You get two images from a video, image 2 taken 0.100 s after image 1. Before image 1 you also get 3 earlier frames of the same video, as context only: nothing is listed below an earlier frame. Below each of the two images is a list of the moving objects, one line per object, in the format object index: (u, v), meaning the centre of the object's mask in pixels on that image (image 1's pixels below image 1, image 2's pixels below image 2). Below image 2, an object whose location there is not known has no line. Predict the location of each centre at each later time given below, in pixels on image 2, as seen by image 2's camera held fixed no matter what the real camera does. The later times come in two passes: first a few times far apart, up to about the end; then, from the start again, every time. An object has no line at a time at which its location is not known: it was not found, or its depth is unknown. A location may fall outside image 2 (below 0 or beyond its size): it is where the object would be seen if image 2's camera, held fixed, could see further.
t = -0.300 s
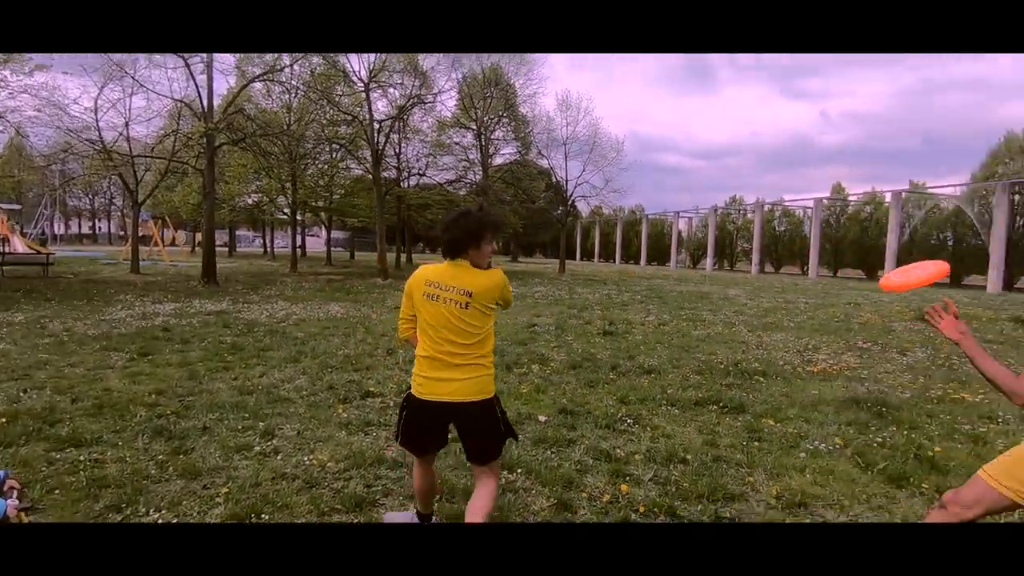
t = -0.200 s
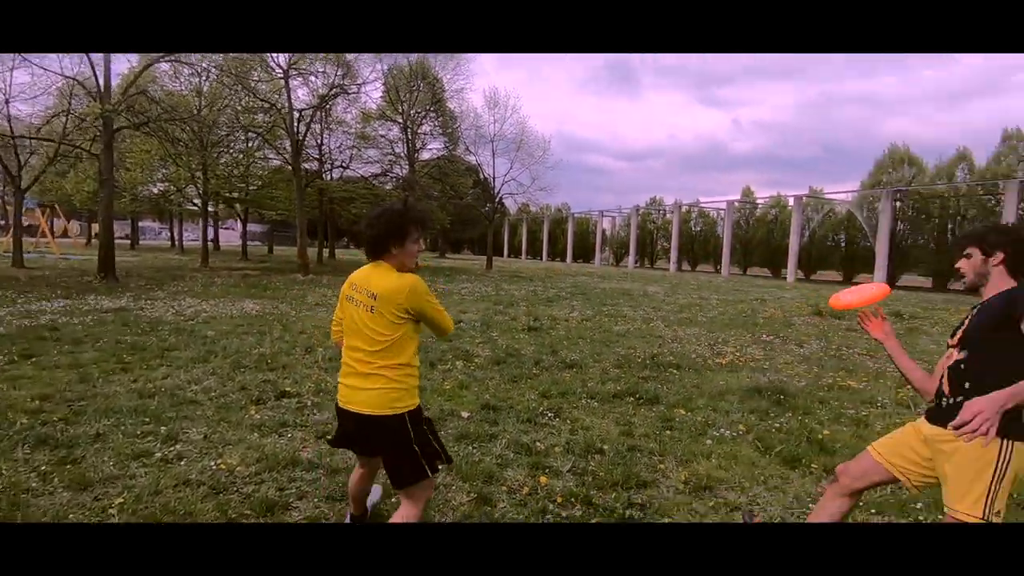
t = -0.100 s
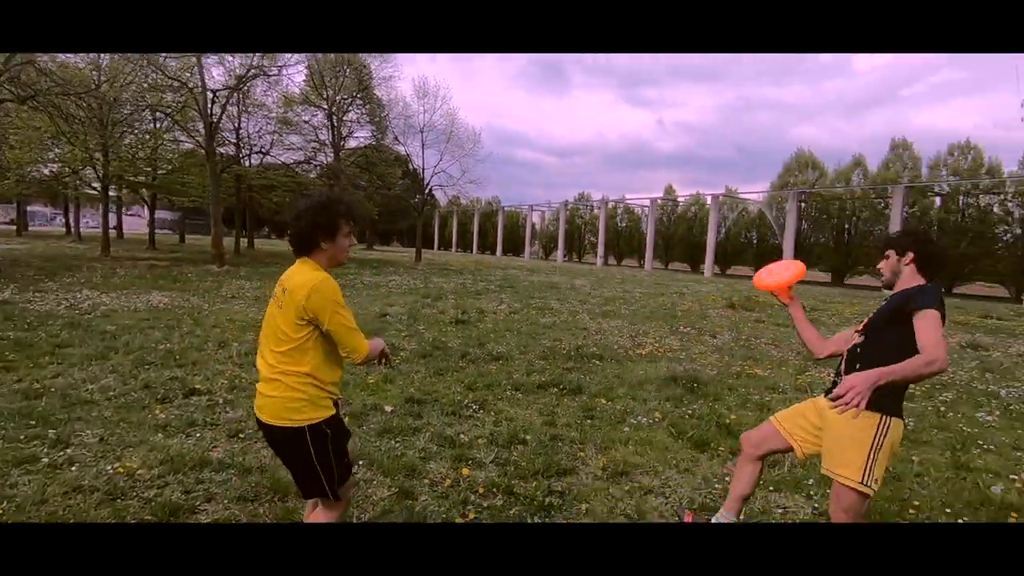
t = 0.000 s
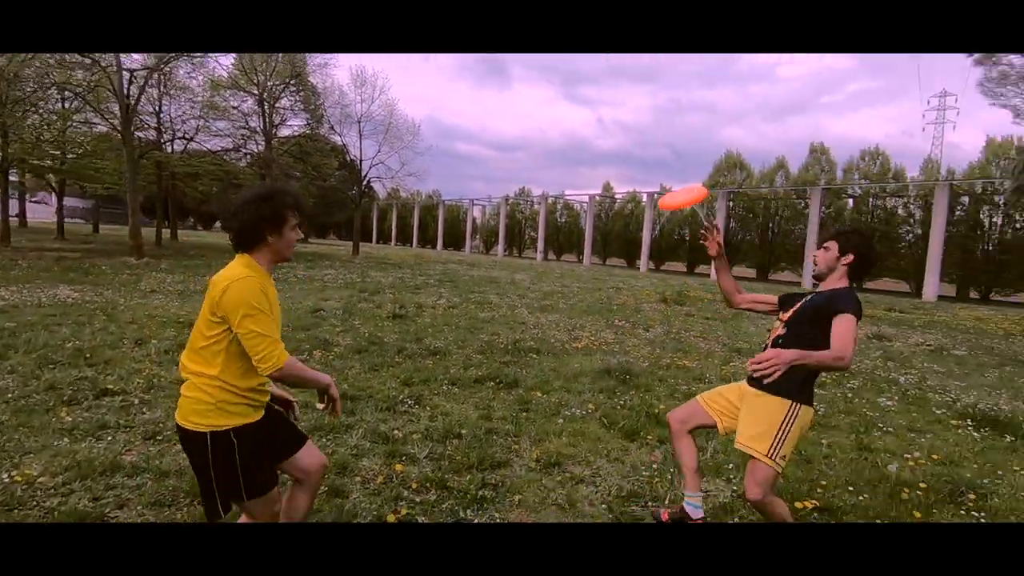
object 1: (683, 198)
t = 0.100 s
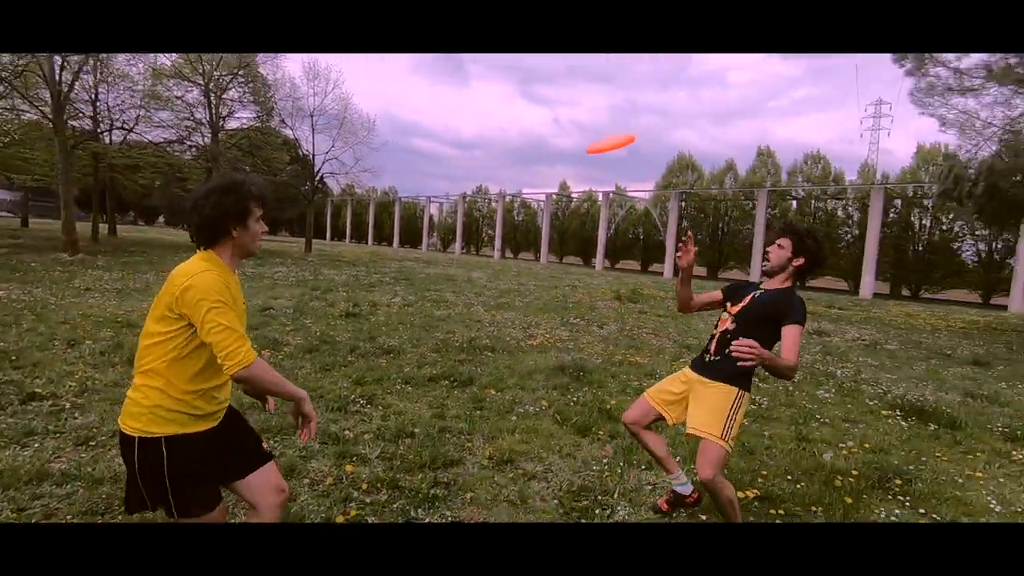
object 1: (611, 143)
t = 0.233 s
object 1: (579, 98)
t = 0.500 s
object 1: (537, 88)
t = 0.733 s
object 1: (494, 114)
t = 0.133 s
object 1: (602, 129)
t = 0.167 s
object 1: (596, 118)
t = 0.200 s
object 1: (586, 108)
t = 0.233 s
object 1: (579, 98)
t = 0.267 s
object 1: (574, 95)
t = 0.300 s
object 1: (567, 92)
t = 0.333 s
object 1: (563, 90)
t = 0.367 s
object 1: (558, 87)
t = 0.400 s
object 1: (554, 86)
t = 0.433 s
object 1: (547, 86)
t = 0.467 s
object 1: (542, 87)
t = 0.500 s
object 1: (537, 88)
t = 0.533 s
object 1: (532, 89)
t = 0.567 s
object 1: (524, 92)
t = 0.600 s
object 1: (519, 95)
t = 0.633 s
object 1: (514, 99)
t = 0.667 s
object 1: (508, 103)
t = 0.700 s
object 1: (499, 109)
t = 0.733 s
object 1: (494, 114)
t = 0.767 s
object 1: (487, 120)
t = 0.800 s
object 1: (481, 127)
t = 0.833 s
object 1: (471, 137)
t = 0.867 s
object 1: (464, 144)
